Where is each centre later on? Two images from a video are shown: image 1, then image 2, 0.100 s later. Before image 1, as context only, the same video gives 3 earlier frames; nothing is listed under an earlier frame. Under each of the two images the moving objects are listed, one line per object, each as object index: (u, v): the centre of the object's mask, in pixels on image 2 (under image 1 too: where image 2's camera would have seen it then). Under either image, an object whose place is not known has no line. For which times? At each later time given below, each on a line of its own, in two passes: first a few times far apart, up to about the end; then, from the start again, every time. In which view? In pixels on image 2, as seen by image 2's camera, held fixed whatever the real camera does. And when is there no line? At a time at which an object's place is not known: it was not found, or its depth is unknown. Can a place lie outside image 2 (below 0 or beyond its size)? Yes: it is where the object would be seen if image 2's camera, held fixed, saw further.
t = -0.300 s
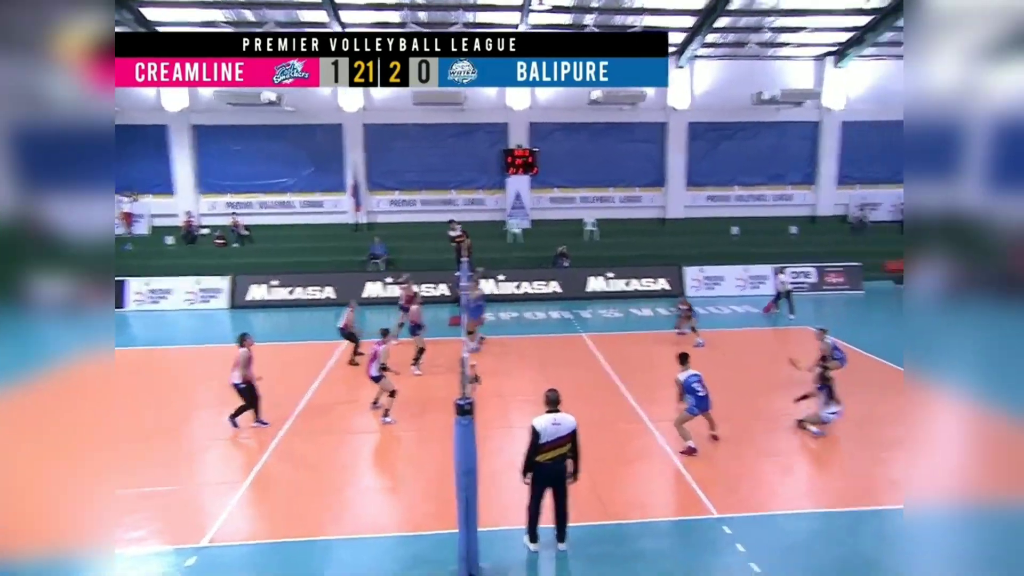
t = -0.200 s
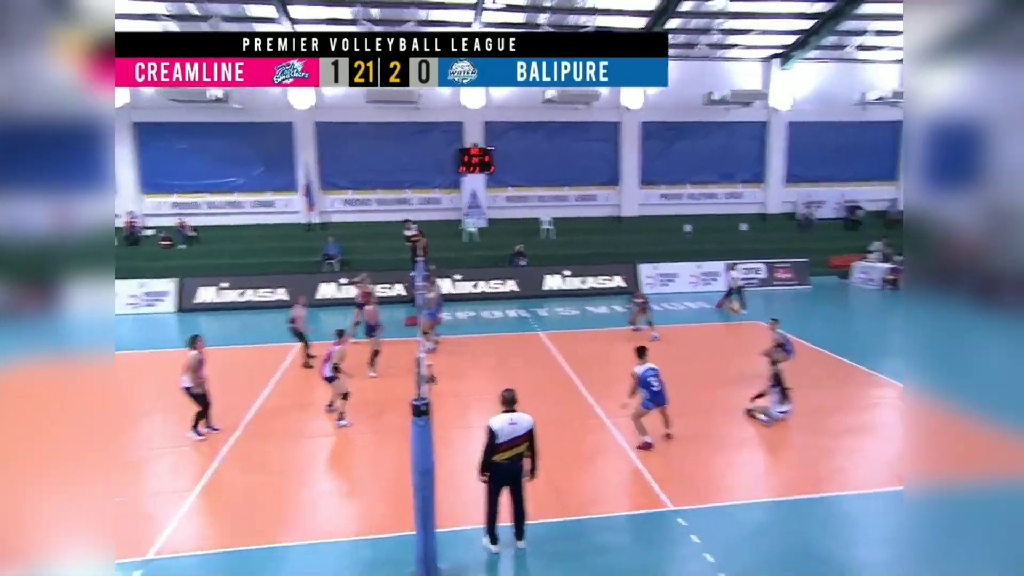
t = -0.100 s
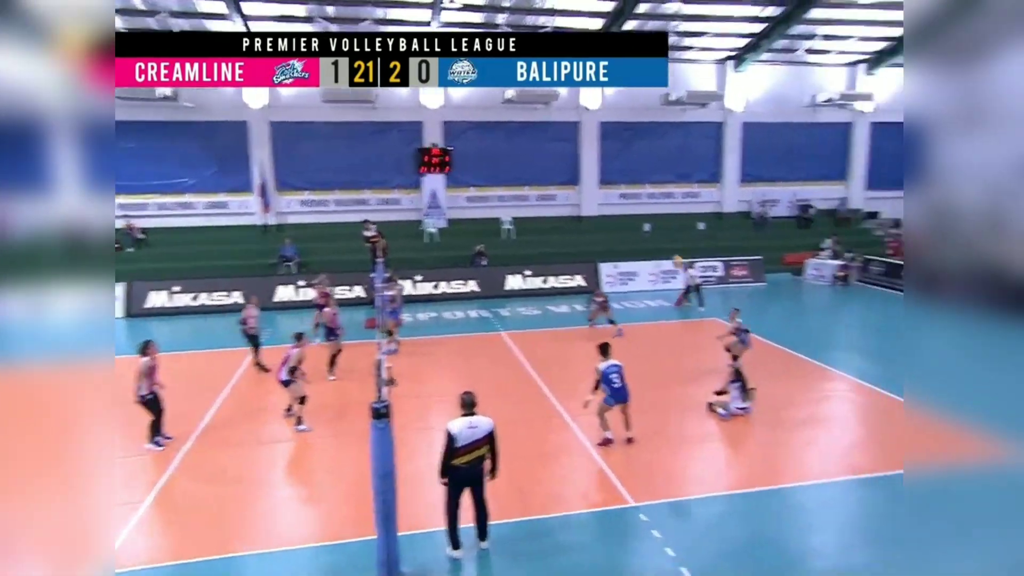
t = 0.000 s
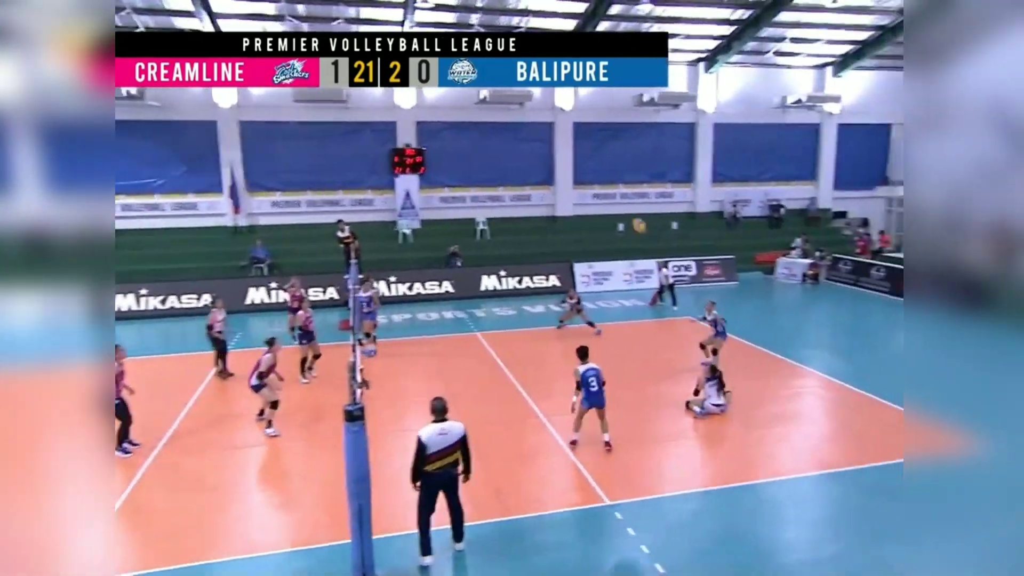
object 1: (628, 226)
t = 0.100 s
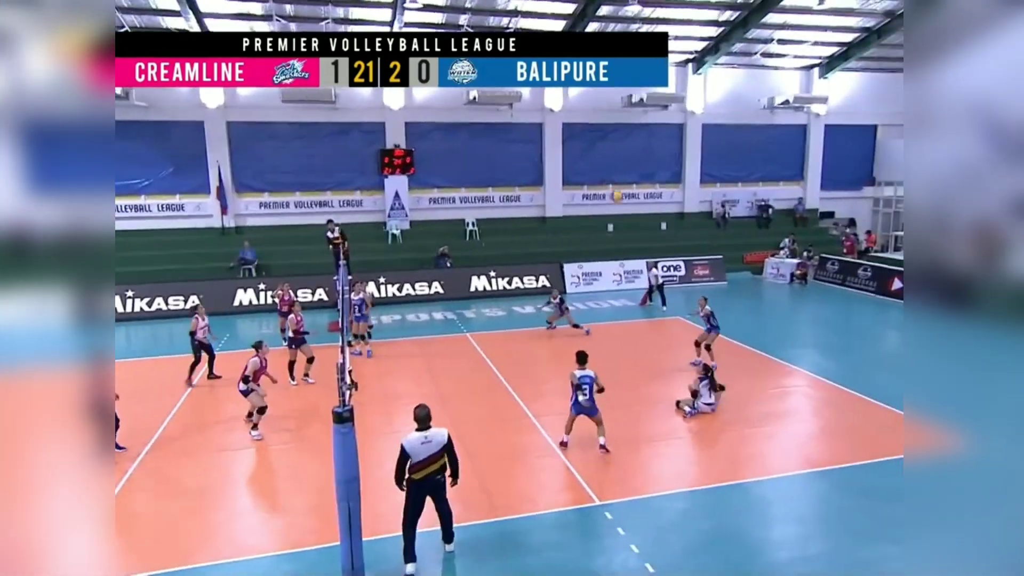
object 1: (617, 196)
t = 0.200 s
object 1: (604, 170)
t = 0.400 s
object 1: (580, 136)
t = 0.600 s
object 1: (557, 127)
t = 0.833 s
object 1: (529, 148)
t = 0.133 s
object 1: (612, 184)
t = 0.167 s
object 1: (607, 178)
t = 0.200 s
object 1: (604, 170)
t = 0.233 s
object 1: (600, 162)
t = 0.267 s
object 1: (596, 155)
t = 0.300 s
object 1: (592, 150)
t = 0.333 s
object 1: (588, 144)
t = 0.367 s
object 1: (584, 140)
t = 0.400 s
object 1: (580, 136)
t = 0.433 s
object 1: (576, 133)
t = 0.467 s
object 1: (572, 130)
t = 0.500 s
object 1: (568, 129)
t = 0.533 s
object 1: (565, 128)
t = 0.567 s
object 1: (561, 128)
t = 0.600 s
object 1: (557, 127)
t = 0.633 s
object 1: (552, 128)
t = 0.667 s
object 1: (548, 130)
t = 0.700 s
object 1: (544, 132)
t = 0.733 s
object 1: (541, 135)
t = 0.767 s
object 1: (537, 138)
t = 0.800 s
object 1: (533, 143)
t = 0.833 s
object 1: (529, 148)
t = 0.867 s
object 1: (526, 153)
